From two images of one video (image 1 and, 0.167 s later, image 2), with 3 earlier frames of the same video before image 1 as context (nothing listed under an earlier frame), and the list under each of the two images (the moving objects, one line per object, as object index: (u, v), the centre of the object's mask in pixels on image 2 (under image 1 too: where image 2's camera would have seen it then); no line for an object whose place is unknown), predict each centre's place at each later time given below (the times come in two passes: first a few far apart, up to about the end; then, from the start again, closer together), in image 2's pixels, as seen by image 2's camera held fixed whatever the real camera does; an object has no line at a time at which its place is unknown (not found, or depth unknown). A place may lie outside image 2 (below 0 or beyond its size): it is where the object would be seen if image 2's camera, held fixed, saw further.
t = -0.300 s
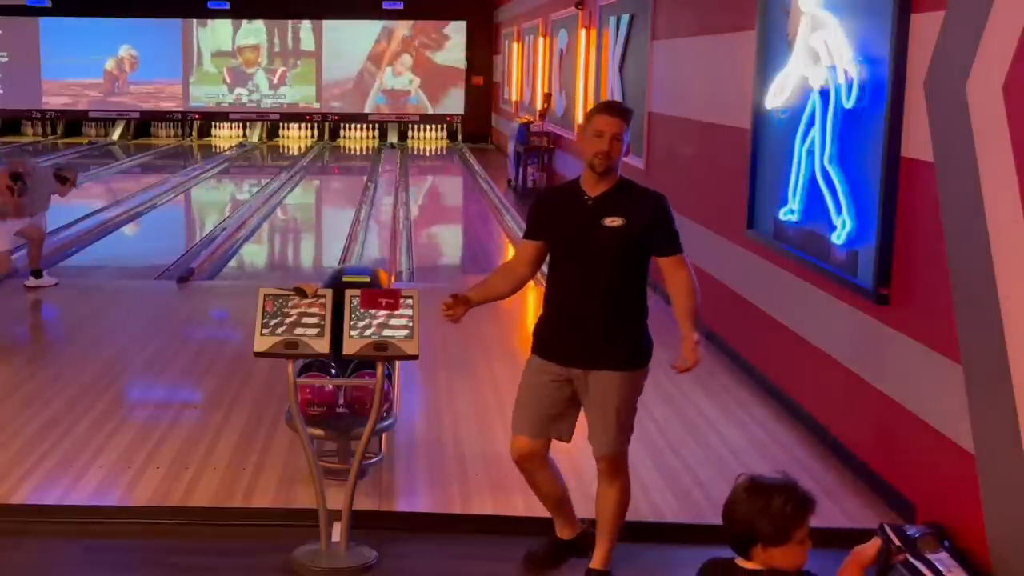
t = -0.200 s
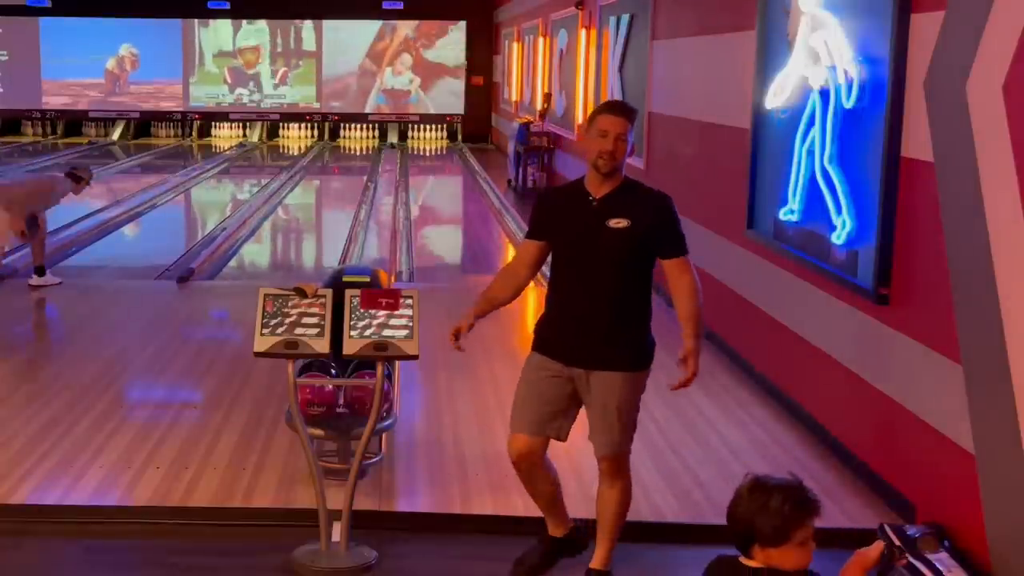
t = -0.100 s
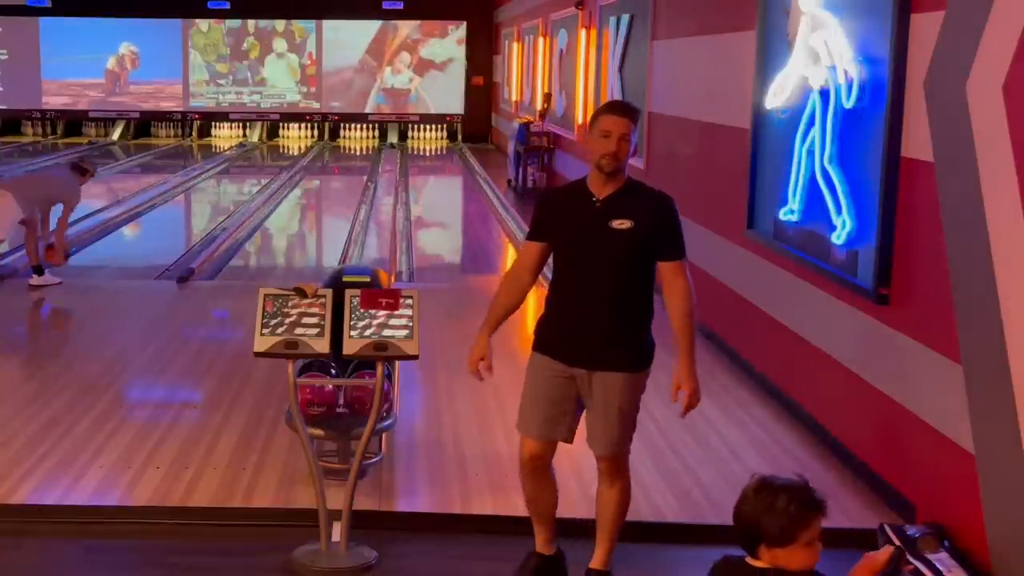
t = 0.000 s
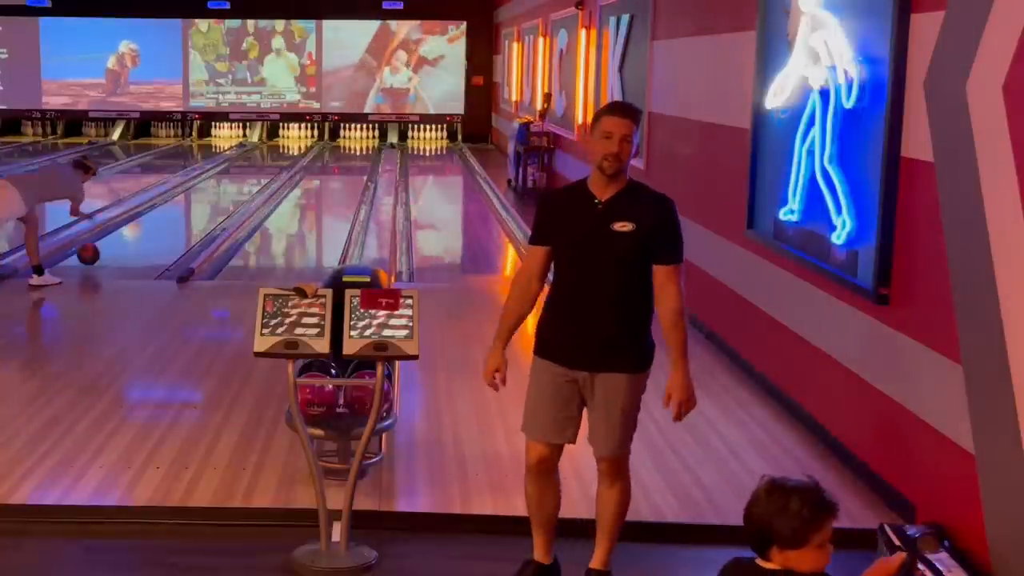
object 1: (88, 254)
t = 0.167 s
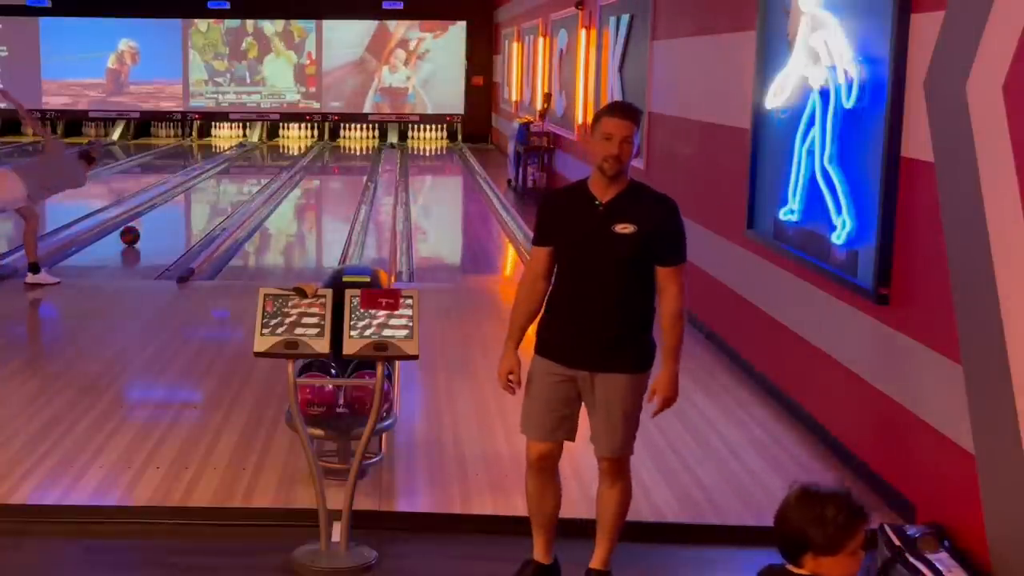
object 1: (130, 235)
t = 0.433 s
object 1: (178, 209)
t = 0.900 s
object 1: (234, 179)
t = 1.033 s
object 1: (246, 173)
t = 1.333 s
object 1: (267, 161)
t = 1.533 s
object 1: (278, 156)
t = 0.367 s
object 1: (168, 213)
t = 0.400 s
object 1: (173, 211)
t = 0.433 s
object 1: (178, 209)
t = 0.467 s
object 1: (183, 206)
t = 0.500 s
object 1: (189, 204)
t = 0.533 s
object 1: (193, 201)
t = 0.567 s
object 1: (197, 199)
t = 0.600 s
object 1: (202, 196)
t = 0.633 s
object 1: (206, 194)
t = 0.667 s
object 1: (210, 192)
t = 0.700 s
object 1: (213, 190)
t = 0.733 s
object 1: (217, 188)
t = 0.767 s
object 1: (221, 186)
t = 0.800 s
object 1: (224, 184)
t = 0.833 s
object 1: (228, 182)
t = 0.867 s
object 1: (231, 181)
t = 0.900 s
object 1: (234, 179)
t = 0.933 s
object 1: (237, 177)
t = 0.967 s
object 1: (240, 177)
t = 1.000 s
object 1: (243, 175)
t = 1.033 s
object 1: (246, 173)
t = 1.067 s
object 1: (249, 171)
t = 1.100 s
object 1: (250, 171)
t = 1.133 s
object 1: (254, 169)
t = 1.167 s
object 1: (256, 167)
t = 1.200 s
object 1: (258, 167)
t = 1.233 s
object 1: (260, 166)
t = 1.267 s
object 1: (263, 164)
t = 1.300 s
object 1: (265, 163)
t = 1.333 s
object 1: (267, 161)
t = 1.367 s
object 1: (268, 160)
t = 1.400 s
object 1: (271, 160)
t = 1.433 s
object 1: (273, 158)
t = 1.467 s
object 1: (274, 158)
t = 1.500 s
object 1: (276, 157)
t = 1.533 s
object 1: (278, 156)
